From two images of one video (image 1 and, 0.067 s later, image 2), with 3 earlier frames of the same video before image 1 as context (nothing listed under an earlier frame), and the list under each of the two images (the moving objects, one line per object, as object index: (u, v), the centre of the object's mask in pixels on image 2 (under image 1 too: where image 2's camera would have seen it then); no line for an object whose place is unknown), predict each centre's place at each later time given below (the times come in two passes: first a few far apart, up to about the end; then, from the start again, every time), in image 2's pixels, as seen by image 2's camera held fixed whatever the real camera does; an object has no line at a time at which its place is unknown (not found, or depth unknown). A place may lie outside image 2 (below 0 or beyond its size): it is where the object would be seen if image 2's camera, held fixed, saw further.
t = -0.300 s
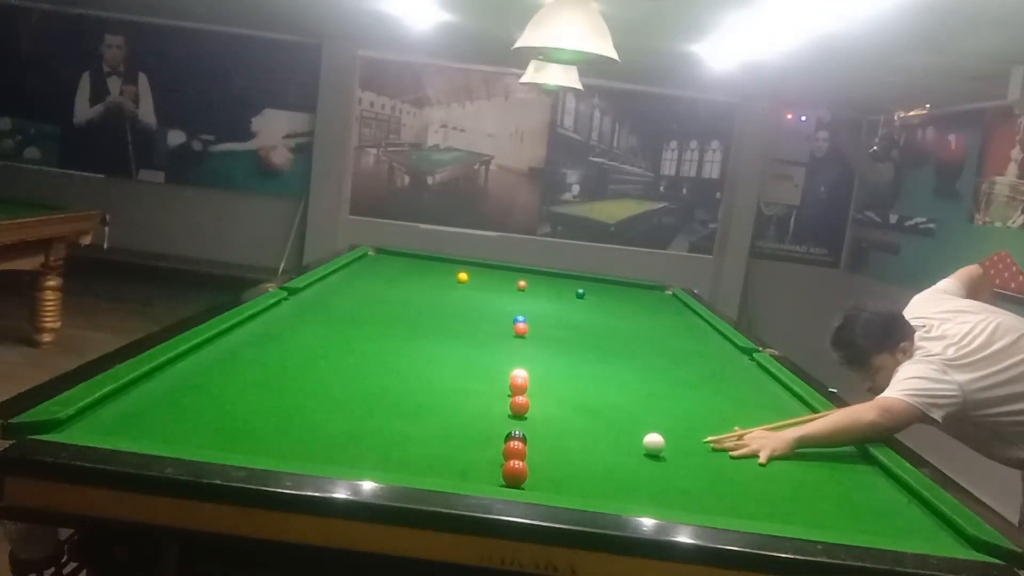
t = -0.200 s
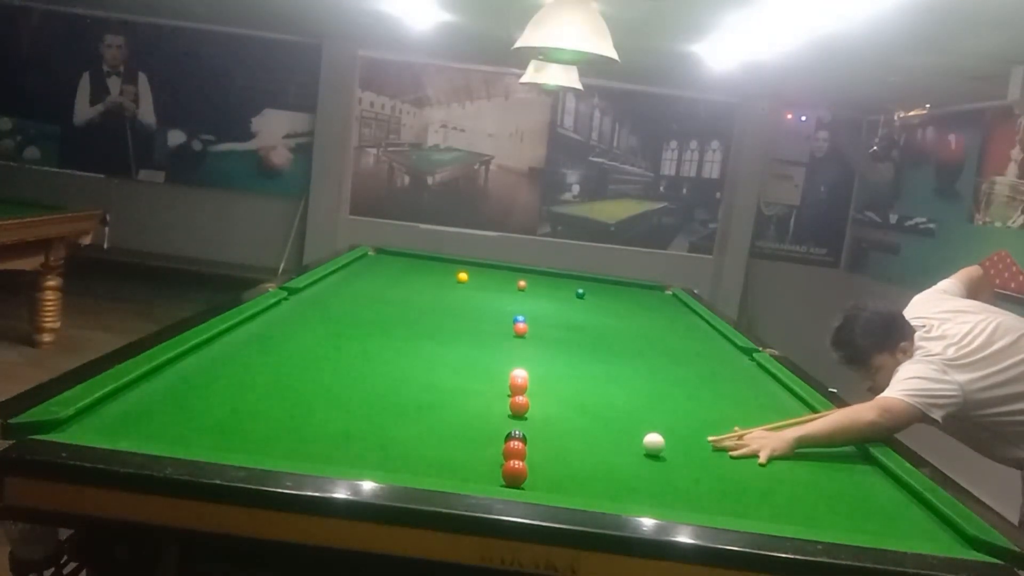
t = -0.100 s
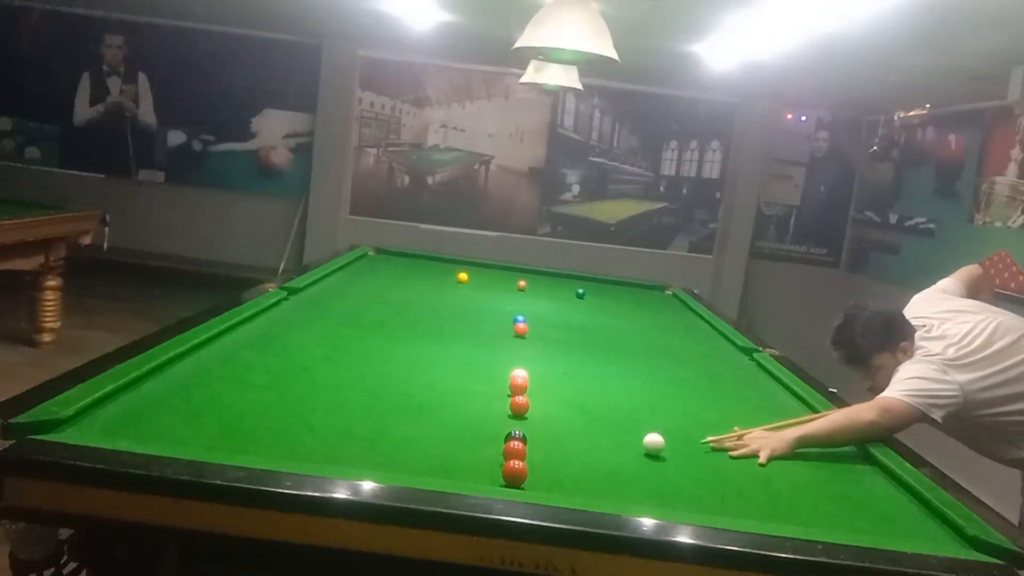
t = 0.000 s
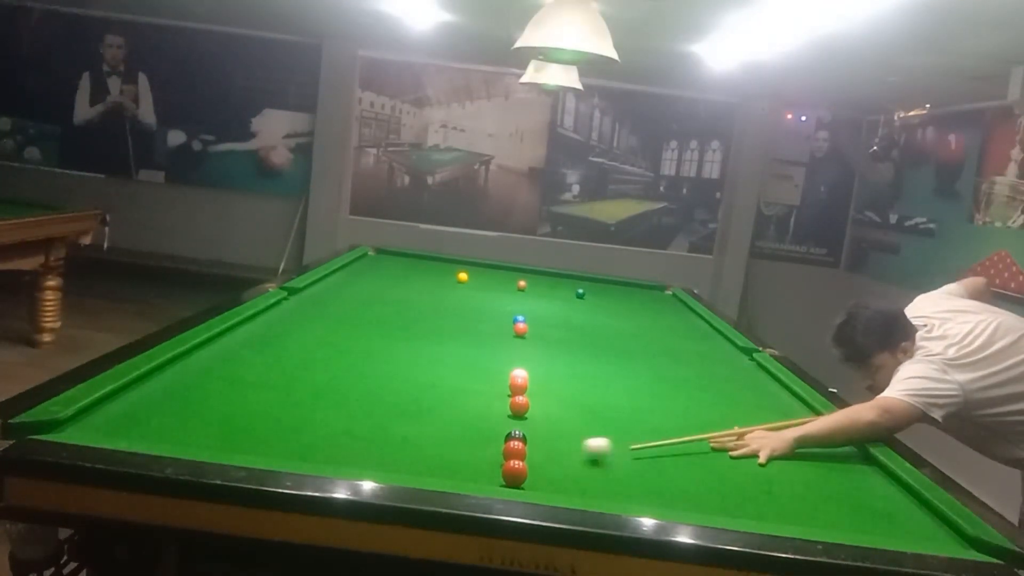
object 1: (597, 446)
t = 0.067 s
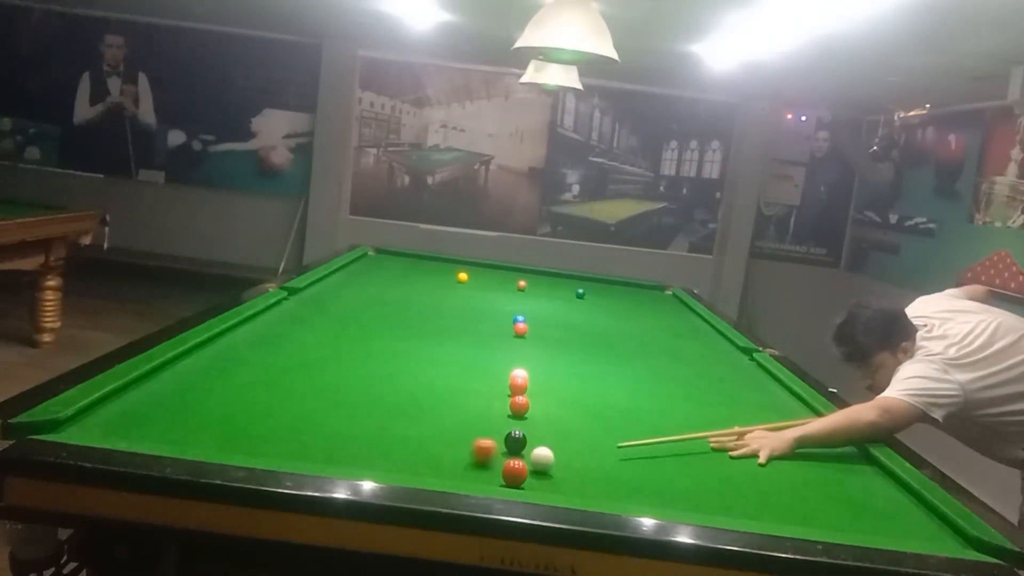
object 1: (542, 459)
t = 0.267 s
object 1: (565, 486)
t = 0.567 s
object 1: (602, 478)
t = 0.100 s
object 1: (546, 465)
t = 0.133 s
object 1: (550, 470)
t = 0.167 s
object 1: (554, 476)
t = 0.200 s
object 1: (558, 481)
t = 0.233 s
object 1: (561, 483)
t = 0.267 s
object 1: (565, 486)
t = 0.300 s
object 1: (570, 490)
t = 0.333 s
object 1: (575, 490)
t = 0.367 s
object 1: (580, 488)
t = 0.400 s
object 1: (584, 488)
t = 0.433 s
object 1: (587, 487)
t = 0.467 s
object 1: (591, 485)
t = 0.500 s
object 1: (595, 482)
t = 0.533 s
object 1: (599, 480)
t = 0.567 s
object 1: (602, 478)
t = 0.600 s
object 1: (606, 475)
